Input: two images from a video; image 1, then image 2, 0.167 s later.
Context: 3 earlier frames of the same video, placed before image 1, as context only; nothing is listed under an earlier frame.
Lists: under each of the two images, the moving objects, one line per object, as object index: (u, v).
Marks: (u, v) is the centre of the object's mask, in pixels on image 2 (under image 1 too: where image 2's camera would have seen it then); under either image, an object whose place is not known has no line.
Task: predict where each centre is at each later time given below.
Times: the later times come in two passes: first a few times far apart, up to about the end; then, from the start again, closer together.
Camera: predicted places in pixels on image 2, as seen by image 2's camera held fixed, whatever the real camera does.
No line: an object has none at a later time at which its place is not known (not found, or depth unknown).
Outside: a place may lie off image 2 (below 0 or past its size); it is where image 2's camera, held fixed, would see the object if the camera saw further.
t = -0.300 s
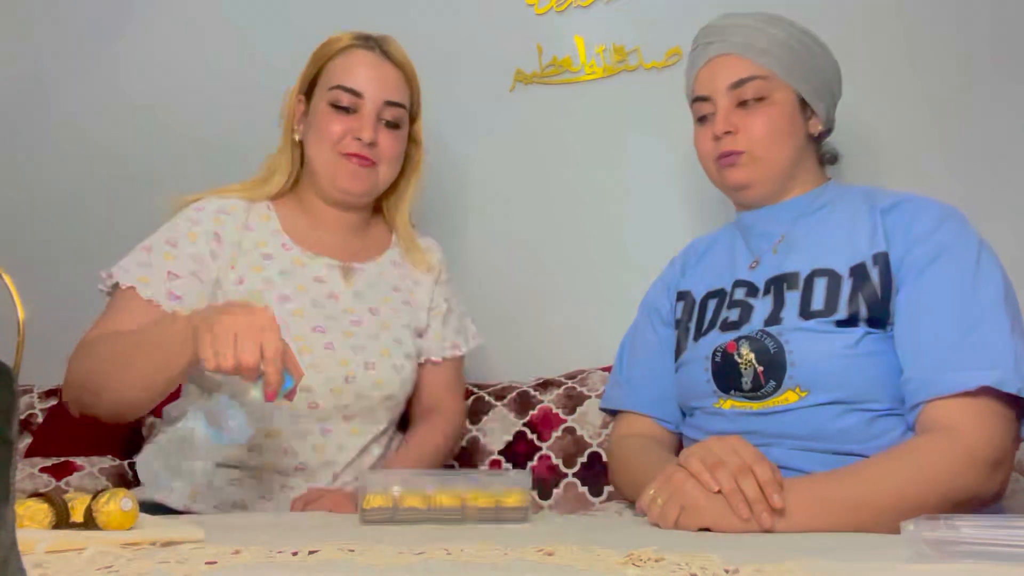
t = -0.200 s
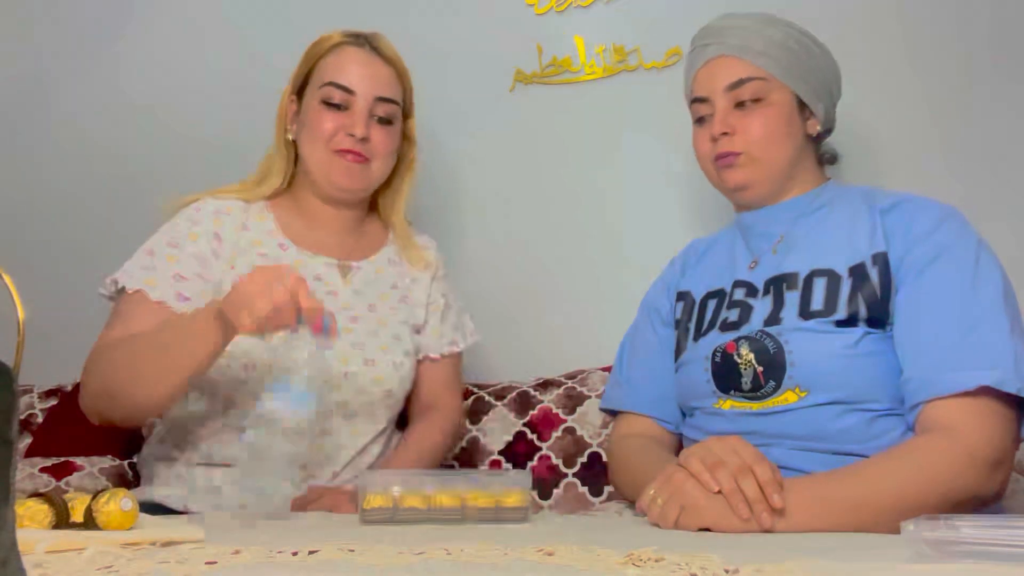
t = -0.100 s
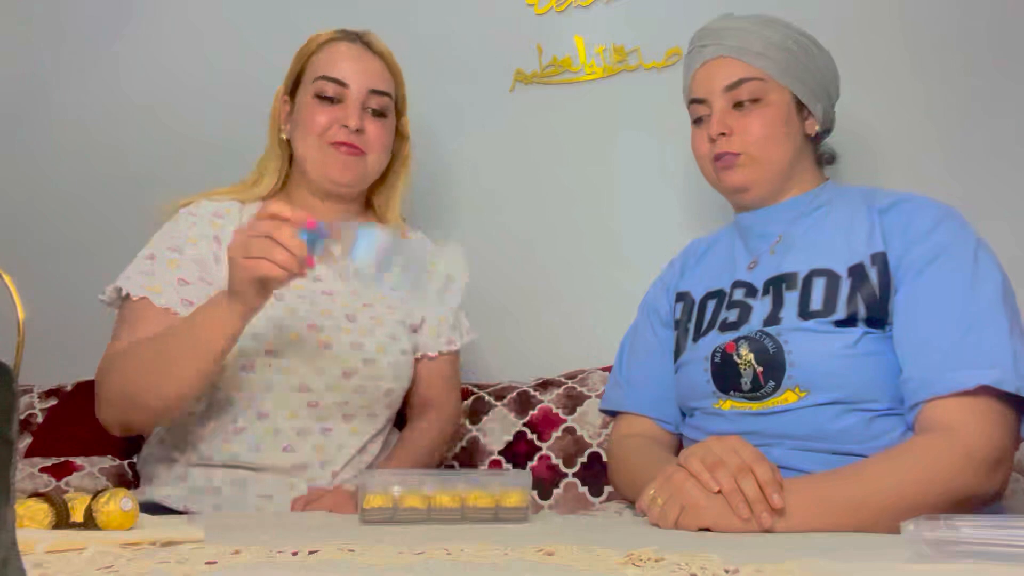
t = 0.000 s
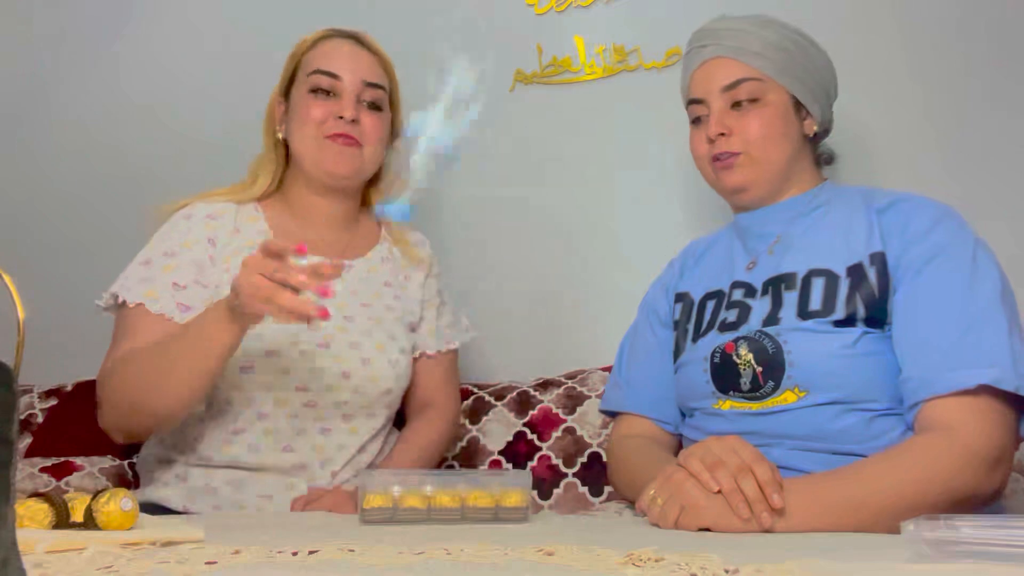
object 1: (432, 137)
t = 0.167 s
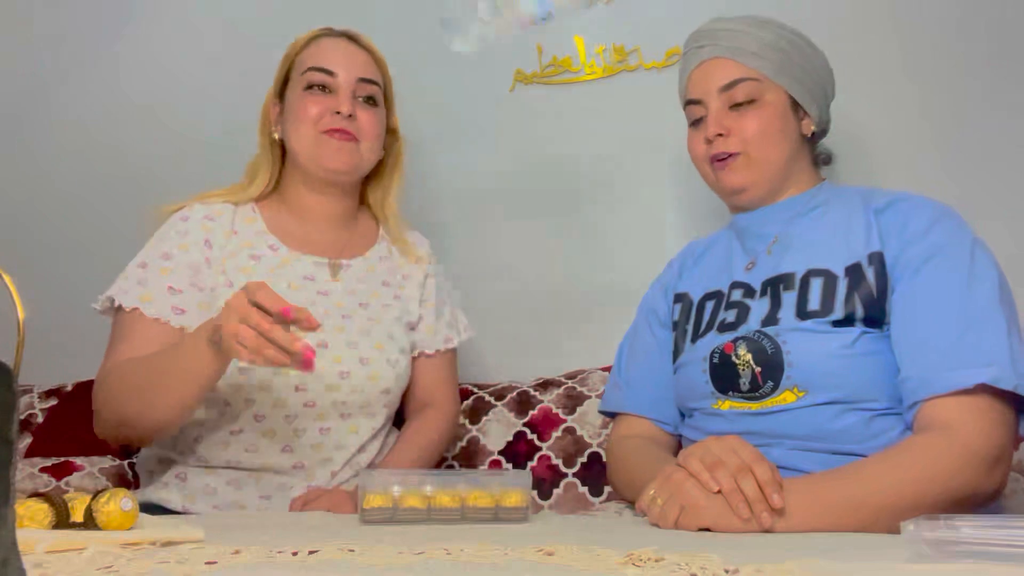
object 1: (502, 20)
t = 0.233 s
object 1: (522, 47)
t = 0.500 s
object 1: (540, 466)
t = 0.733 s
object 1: (477, 504)
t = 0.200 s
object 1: (509, 29)
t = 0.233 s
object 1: (522, 47)
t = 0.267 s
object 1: (534, 68)
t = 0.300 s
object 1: (539, 109)
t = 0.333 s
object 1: (542, 181)
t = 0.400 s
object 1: (560, 363)
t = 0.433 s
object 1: (564, 449)
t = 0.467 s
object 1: (550, 456)
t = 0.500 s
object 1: (540, 466)
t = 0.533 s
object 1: (527, 478)
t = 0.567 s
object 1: (513, 498)
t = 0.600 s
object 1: (497, 503)
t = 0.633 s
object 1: (487, 506)
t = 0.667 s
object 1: (479, 504)
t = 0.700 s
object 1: (478, 504)
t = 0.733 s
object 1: (477, 504)
